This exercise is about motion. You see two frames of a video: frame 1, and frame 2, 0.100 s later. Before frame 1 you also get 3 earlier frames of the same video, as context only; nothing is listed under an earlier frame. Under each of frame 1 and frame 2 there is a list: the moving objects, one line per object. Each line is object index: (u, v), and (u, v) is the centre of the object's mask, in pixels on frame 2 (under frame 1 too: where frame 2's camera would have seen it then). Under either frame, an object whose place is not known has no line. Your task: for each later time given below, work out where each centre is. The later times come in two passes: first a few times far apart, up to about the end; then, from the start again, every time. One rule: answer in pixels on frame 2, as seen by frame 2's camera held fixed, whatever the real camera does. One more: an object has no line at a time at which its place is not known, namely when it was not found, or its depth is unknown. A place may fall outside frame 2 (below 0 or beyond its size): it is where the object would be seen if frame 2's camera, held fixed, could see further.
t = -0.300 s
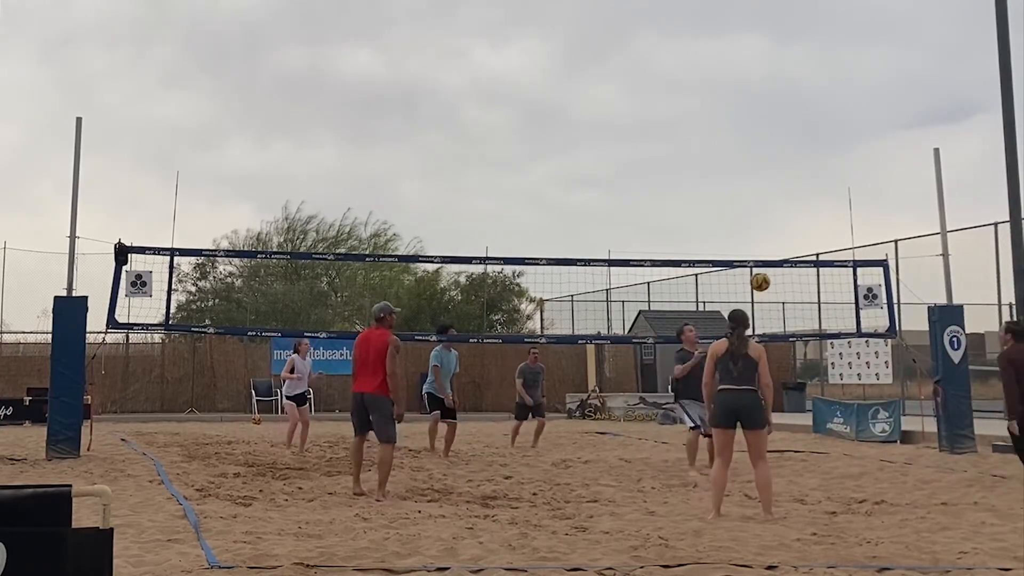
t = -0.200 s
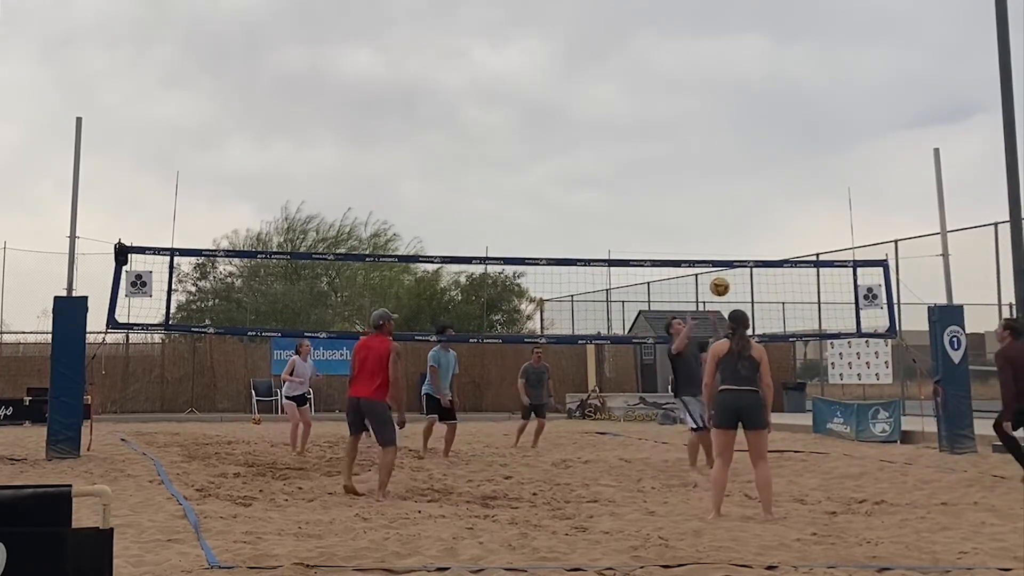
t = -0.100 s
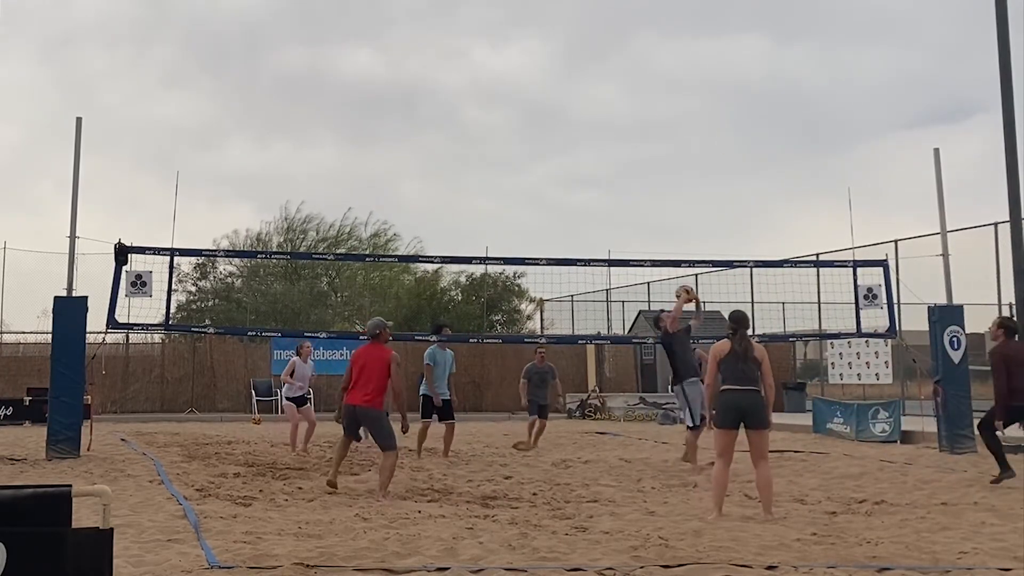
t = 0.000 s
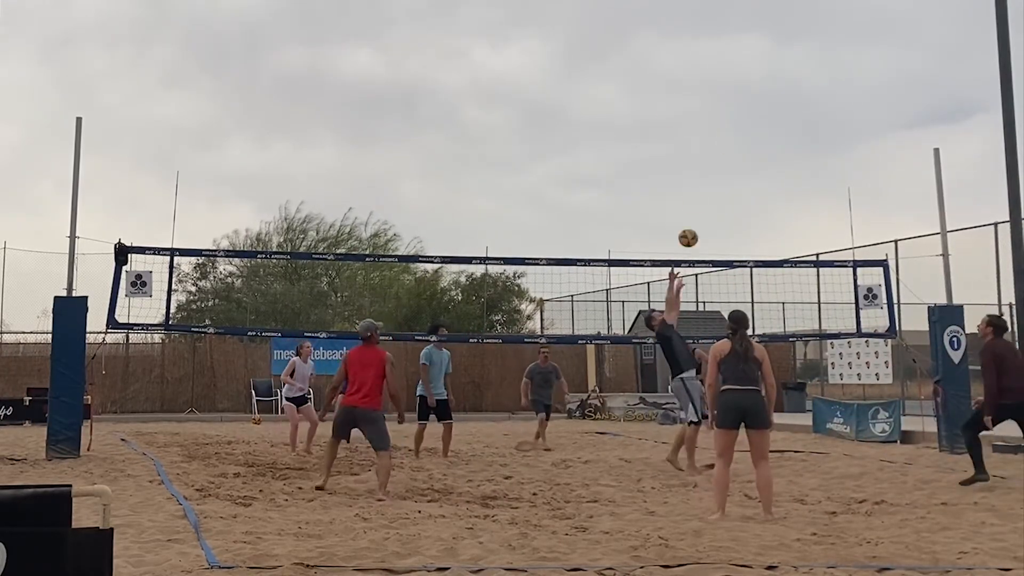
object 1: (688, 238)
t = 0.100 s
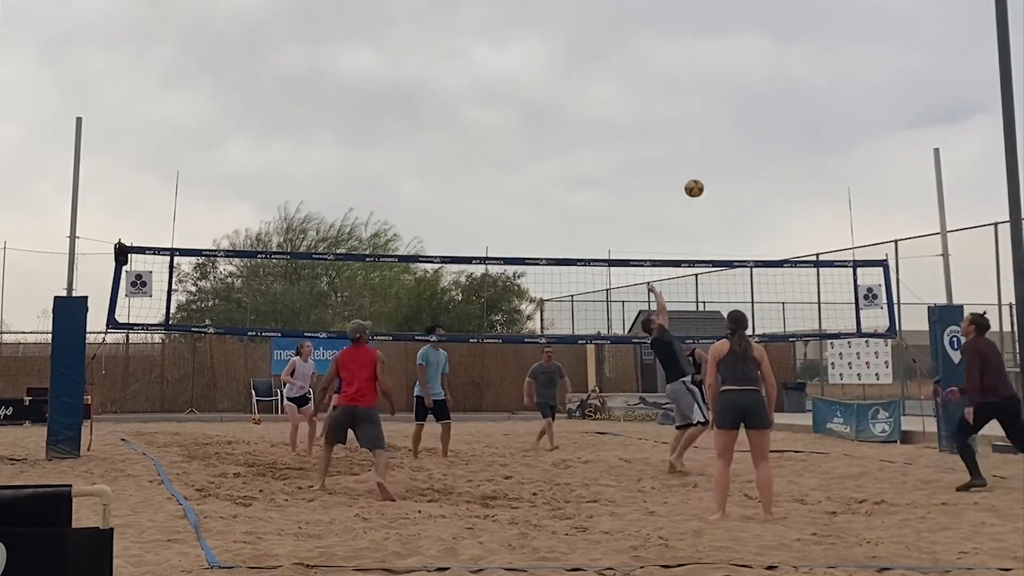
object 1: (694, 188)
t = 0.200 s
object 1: (700, 148)
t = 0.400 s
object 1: (713, 95)
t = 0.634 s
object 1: (730, 76)
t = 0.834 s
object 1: (744, 95)
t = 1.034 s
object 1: (760, 146)
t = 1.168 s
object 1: (770, 197)
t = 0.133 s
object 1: (696, 174)
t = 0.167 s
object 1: (698, 160)
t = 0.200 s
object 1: (700, 148)
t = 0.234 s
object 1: (702, 137)
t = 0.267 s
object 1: (704, 126)
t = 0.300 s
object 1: (707, 117)
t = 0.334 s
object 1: (709, 109)
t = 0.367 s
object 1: (711, 101)
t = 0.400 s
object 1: (713, 95)
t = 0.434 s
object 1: (716, 89)
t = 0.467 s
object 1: (718, 85)
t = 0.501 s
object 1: (720, 81)
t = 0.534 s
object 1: (723, 78)
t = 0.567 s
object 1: (725, 77)
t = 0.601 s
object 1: (727, 76)
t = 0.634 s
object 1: (730, 76)
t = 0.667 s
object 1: (732, 77)
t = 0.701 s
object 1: (735, 79)
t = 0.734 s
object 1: (737, 82)
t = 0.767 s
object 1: (740, 86)
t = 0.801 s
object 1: (742, 90)
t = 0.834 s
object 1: (744, 95)
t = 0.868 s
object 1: (747, 102)
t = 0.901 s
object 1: (749, 109)
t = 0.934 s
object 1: (752, 117)
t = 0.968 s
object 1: (755, 125)
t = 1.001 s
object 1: (757, 135)
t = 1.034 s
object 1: (760, 146)
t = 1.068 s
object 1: (762, 157)
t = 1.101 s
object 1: (765, 169)
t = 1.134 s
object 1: (768, 183)
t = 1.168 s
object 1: (770, 197)
